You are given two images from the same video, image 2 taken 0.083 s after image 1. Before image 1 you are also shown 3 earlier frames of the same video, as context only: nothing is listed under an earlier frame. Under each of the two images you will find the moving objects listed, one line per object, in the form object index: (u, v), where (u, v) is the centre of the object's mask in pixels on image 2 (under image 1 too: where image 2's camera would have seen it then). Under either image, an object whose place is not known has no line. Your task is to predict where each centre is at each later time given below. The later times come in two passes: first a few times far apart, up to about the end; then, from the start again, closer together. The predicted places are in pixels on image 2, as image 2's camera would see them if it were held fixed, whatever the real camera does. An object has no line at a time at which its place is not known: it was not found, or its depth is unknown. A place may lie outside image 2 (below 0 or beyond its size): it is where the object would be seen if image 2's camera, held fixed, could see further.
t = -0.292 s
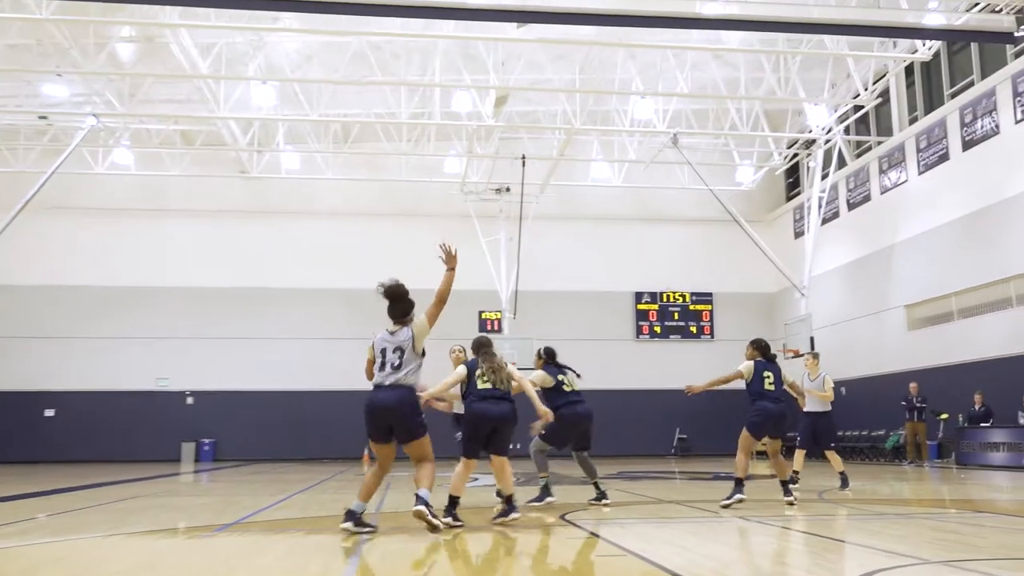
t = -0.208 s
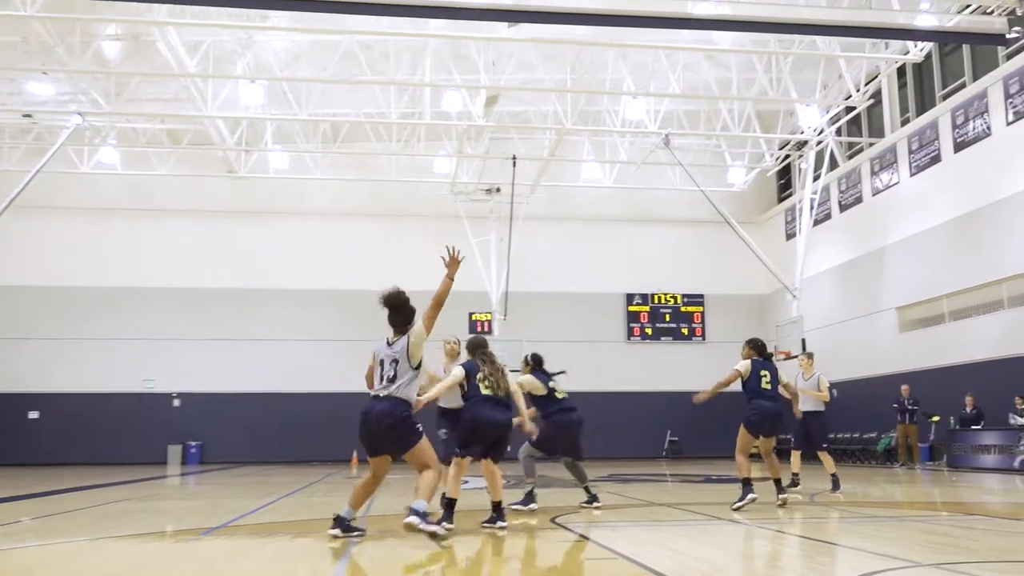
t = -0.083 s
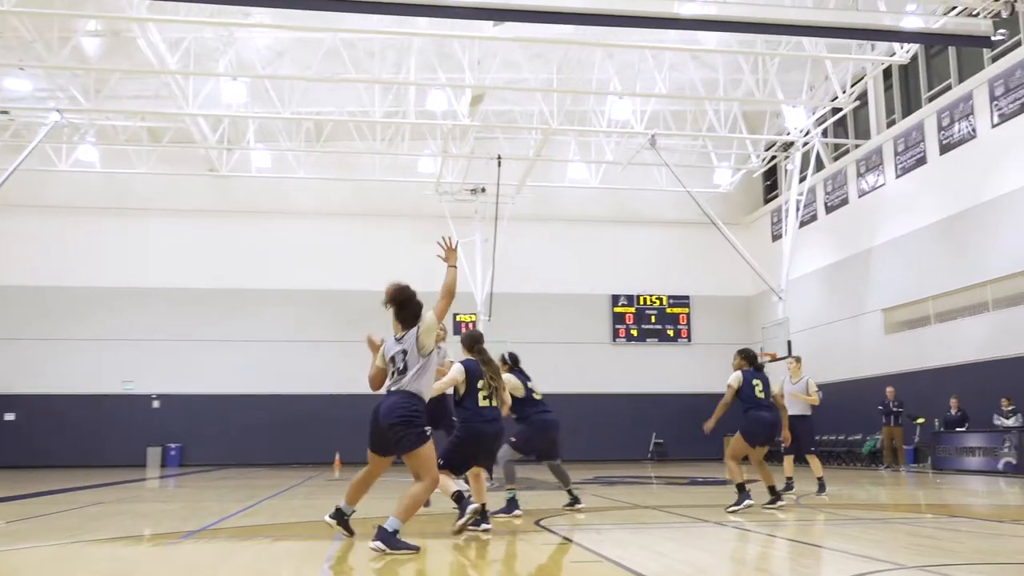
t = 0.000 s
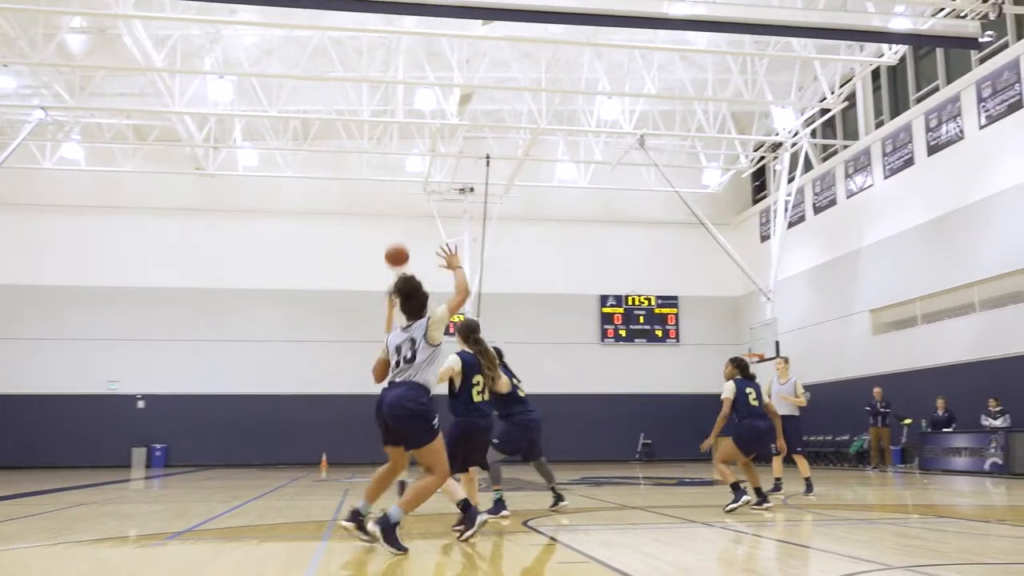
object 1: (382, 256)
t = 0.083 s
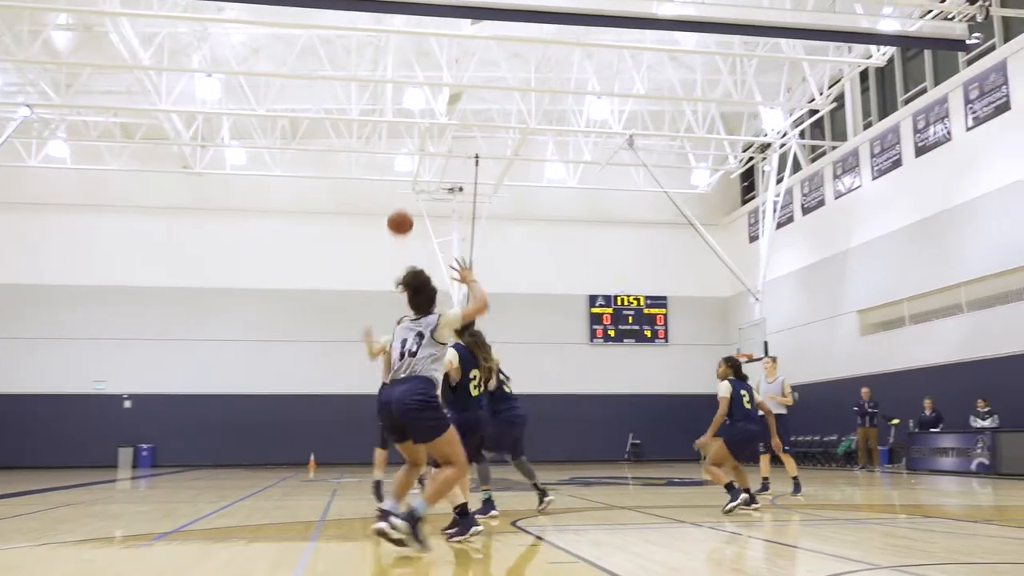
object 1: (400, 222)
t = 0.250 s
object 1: (436, 168)
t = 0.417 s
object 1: (484, 136)
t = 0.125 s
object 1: (409, 207)
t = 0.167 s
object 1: (417, 193)
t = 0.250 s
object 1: (436, 168)
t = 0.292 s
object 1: (447, 157)
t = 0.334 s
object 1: (458, 149)
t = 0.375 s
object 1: (470, 142)
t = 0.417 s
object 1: (484, 136)
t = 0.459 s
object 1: (498, 133)
